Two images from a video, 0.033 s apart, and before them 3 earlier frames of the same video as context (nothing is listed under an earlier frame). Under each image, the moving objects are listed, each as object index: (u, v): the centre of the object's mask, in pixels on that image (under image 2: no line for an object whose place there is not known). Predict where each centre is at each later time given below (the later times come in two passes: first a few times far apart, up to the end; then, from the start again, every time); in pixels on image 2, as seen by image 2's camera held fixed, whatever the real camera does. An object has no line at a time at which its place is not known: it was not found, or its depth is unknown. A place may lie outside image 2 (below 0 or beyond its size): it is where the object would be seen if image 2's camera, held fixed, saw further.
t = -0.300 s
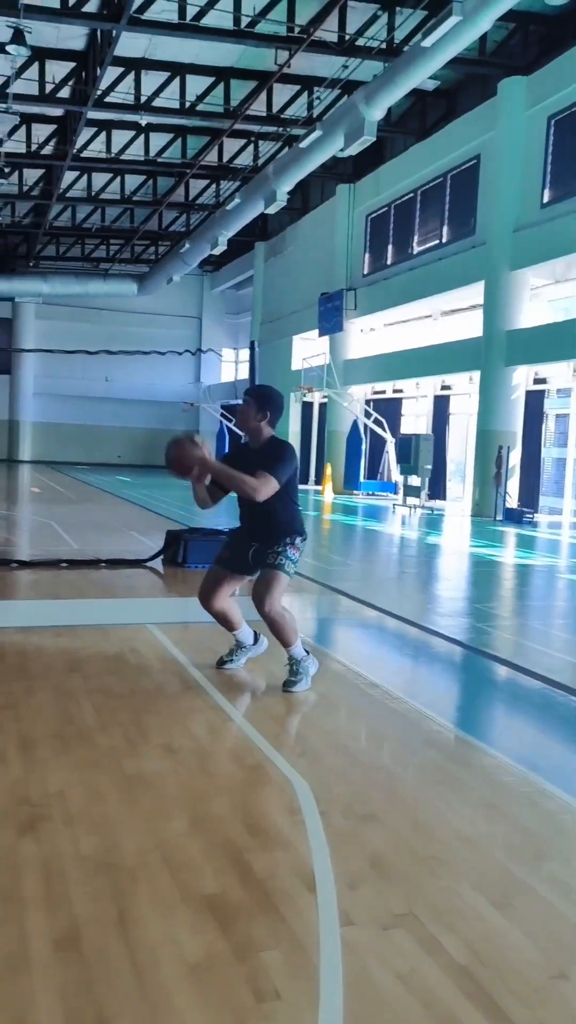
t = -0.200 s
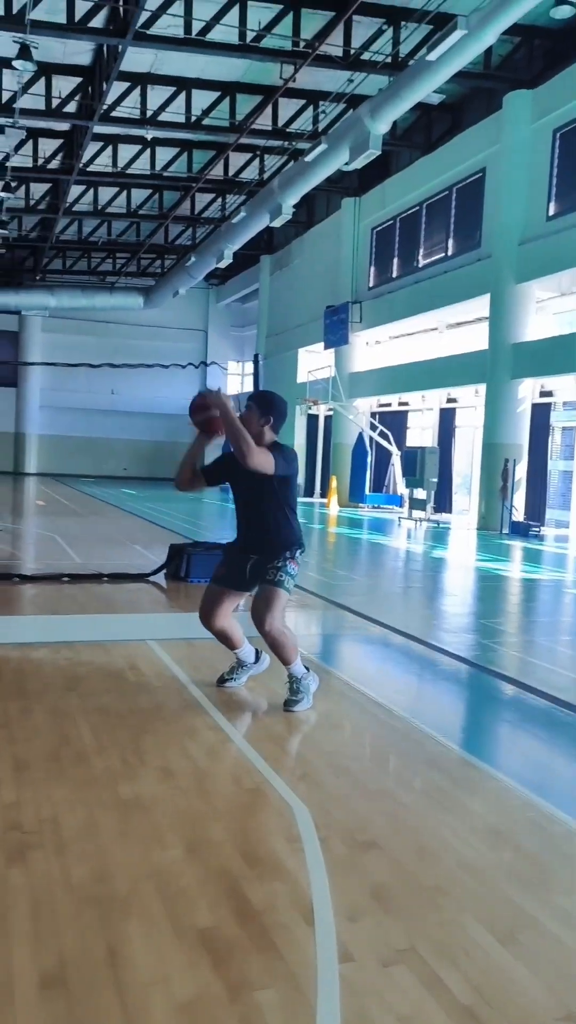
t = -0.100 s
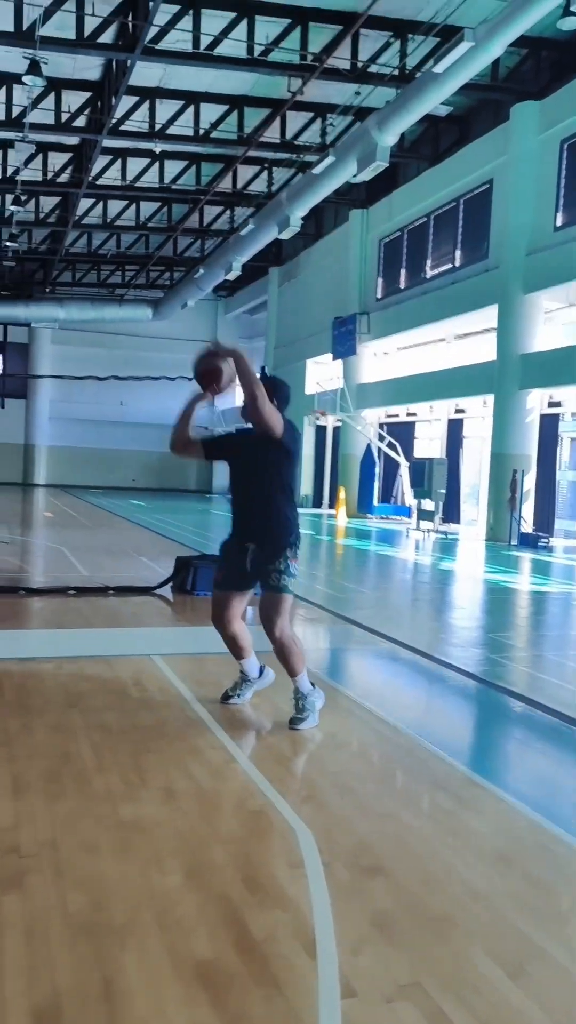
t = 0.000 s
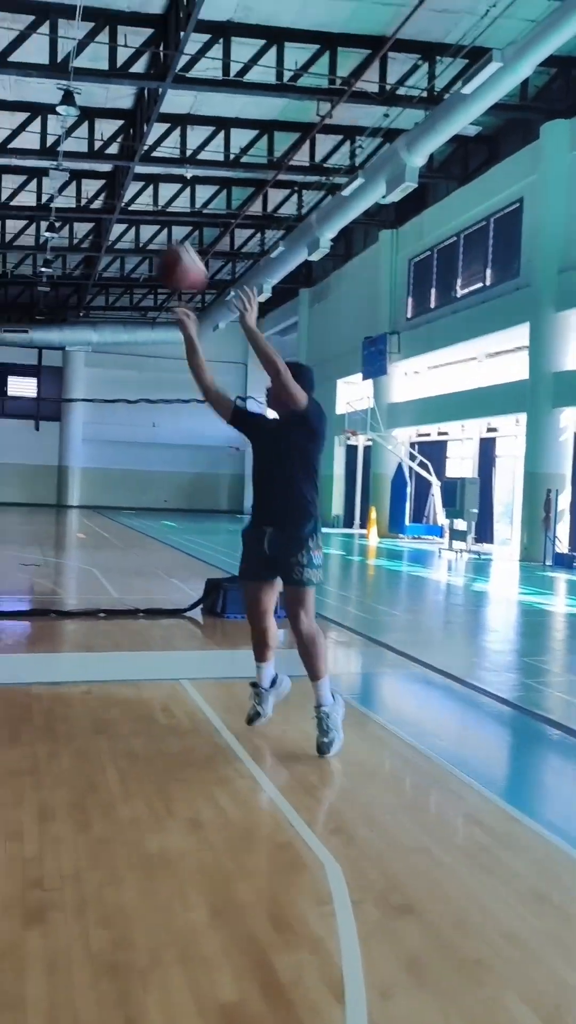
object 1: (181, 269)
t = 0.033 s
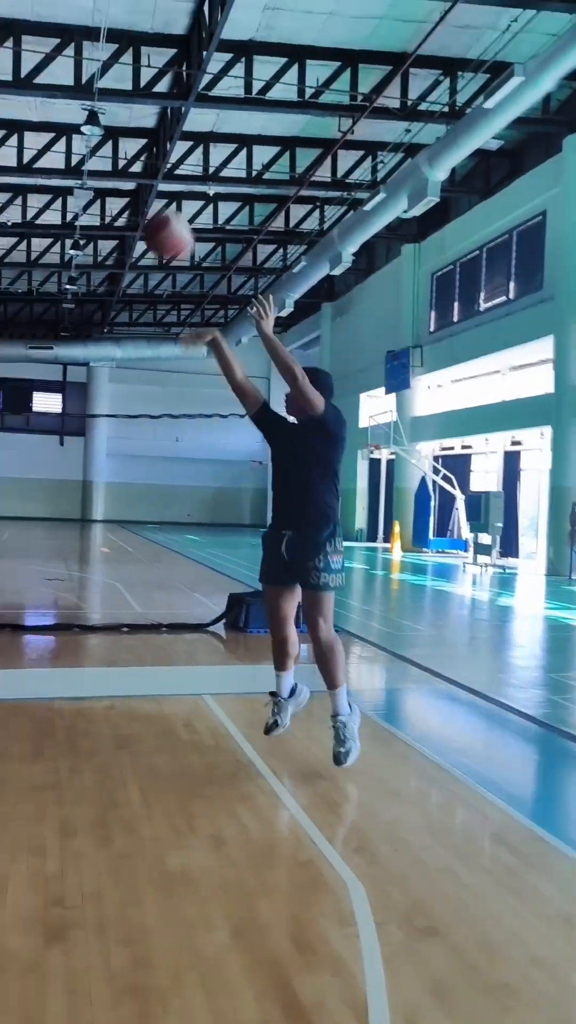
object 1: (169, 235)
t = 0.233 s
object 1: (-61, -49)
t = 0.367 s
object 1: (-218, -192)
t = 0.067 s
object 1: (134, 188)
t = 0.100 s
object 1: (95, 137)
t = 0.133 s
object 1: (56, 88)
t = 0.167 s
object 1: (18, 44)
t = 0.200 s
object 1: (-22, -1)
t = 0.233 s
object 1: (-61, -49)
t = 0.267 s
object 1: (-91, -82)
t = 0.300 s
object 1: (-133, -123)
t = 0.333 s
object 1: (-174, -161)
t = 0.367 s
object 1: (-218, -192)
